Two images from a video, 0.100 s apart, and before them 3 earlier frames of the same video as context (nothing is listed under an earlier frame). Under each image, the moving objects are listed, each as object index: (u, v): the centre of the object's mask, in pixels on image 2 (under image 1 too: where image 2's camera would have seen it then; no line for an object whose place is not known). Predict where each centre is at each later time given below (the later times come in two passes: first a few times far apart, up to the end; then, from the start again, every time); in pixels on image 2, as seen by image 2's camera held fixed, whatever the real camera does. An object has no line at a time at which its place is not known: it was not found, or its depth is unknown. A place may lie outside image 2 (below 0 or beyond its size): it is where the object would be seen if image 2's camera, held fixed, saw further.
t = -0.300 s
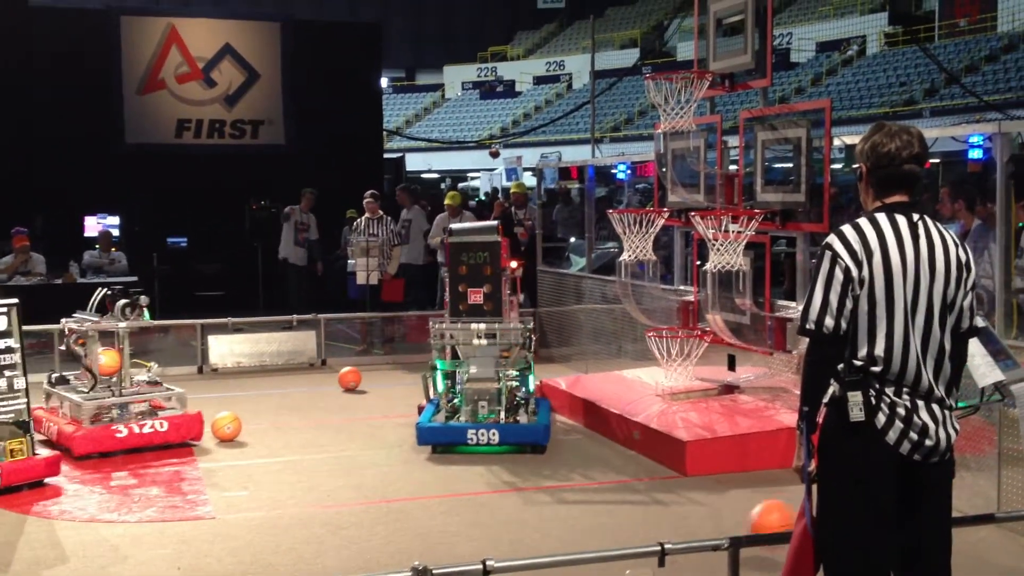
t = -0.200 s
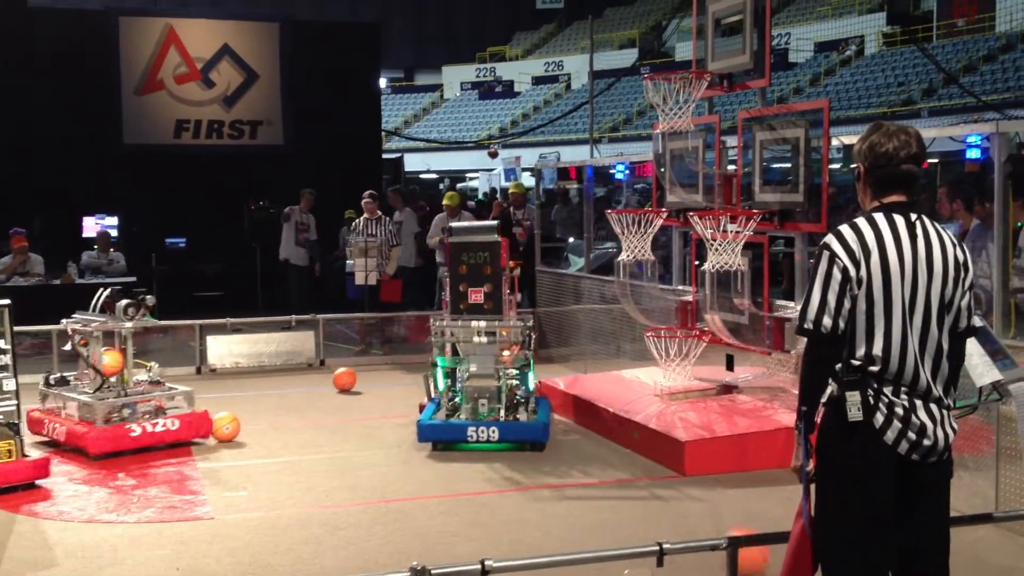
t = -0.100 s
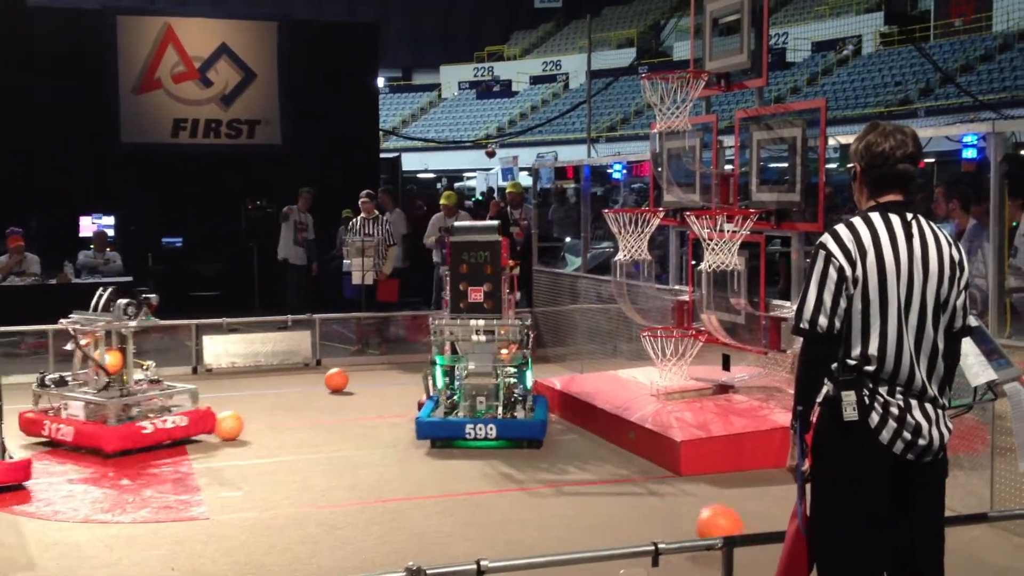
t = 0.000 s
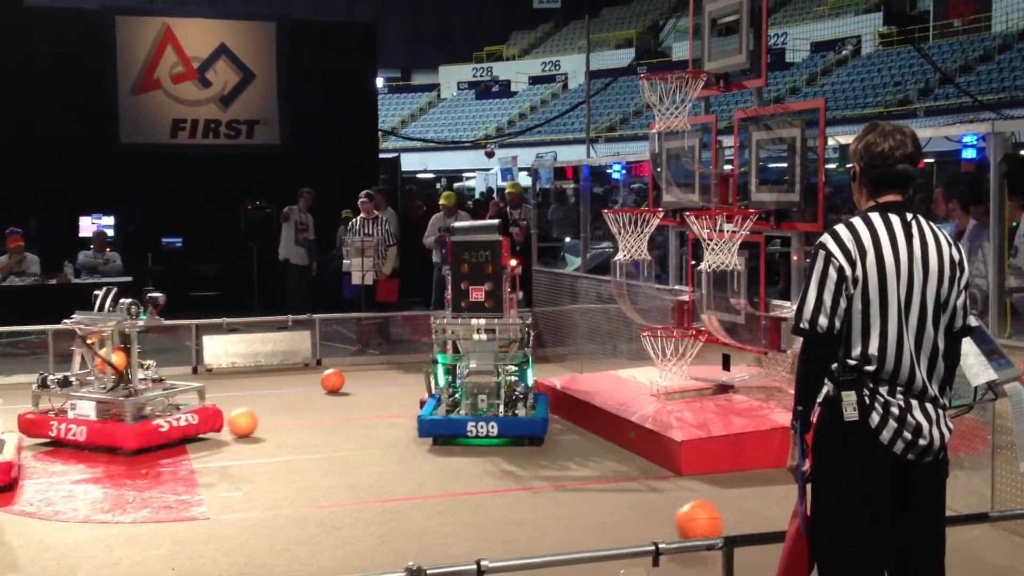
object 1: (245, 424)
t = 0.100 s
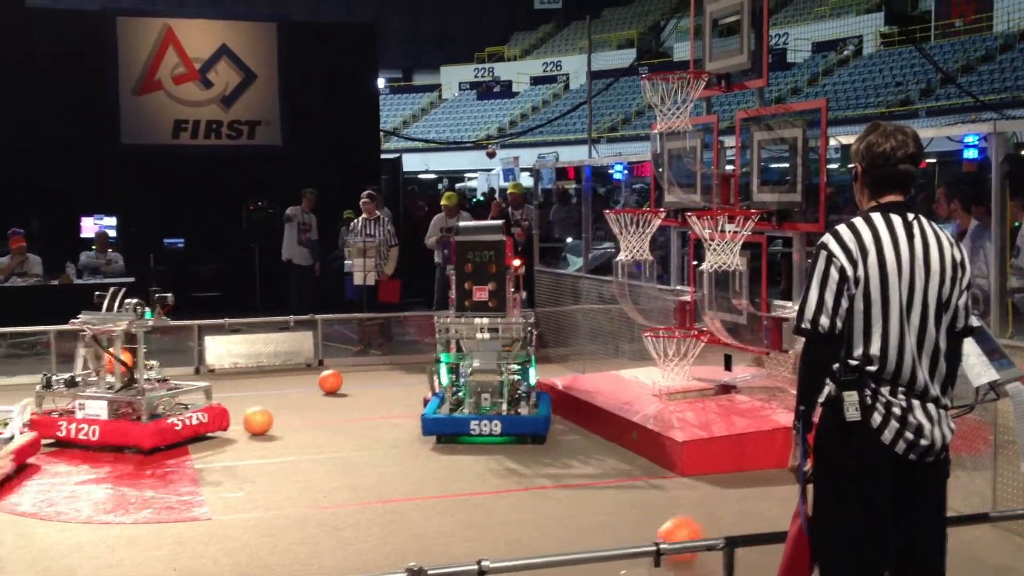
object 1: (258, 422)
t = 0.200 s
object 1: (272, 419)
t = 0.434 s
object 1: (299, 414)
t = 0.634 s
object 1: (323, 410)
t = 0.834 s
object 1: (343, 406)
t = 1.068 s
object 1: (365, 410)
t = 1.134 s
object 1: (372, 401)
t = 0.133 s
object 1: (262, 421)
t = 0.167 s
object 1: (266, 420)
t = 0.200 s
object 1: (272, 419)
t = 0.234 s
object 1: (275, 418)
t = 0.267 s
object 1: (279, 418)
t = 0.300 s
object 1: (283, 417)
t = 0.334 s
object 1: (288, 416)
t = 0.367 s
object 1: (293, 415)
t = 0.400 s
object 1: (296, 415)
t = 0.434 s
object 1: (299, 414)
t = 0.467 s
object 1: (304, 413)
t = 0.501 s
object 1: (308, 412)
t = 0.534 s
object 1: (311, 411)
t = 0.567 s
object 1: (315, 411)
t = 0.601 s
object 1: (318, 410)
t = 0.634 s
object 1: (323, 410)
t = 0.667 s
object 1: (326, 409)
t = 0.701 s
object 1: (330, 409)
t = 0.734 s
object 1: (334, 408)
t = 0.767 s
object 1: (336, 408)
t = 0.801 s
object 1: (339, 408)
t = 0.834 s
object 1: (343, 406)
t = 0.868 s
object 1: (347, 413)
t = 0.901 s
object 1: (346, 414)
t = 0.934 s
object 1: (347, 415)
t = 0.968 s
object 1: (354, 413)
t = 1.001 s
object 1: (358, 412)
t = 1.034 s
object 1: (361, 411)
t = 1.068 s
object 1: (365, 410)
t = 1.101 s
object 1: (369, 402)
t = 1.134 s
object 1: (372, 401)
